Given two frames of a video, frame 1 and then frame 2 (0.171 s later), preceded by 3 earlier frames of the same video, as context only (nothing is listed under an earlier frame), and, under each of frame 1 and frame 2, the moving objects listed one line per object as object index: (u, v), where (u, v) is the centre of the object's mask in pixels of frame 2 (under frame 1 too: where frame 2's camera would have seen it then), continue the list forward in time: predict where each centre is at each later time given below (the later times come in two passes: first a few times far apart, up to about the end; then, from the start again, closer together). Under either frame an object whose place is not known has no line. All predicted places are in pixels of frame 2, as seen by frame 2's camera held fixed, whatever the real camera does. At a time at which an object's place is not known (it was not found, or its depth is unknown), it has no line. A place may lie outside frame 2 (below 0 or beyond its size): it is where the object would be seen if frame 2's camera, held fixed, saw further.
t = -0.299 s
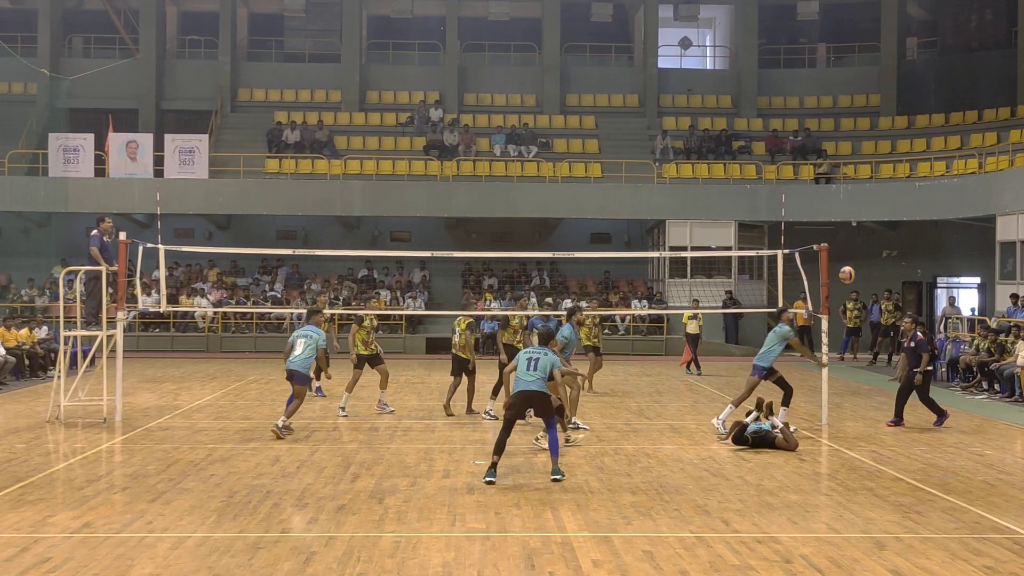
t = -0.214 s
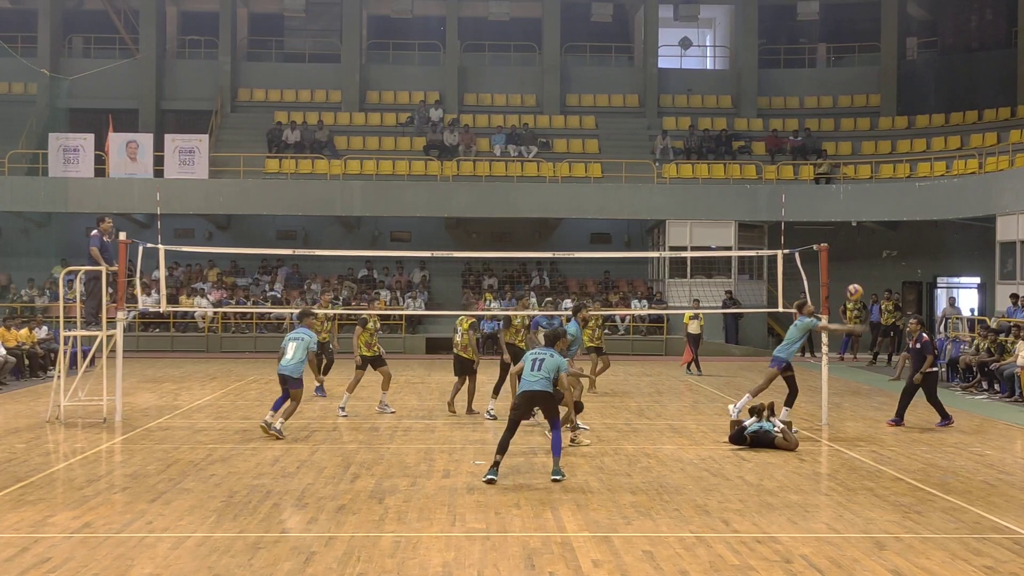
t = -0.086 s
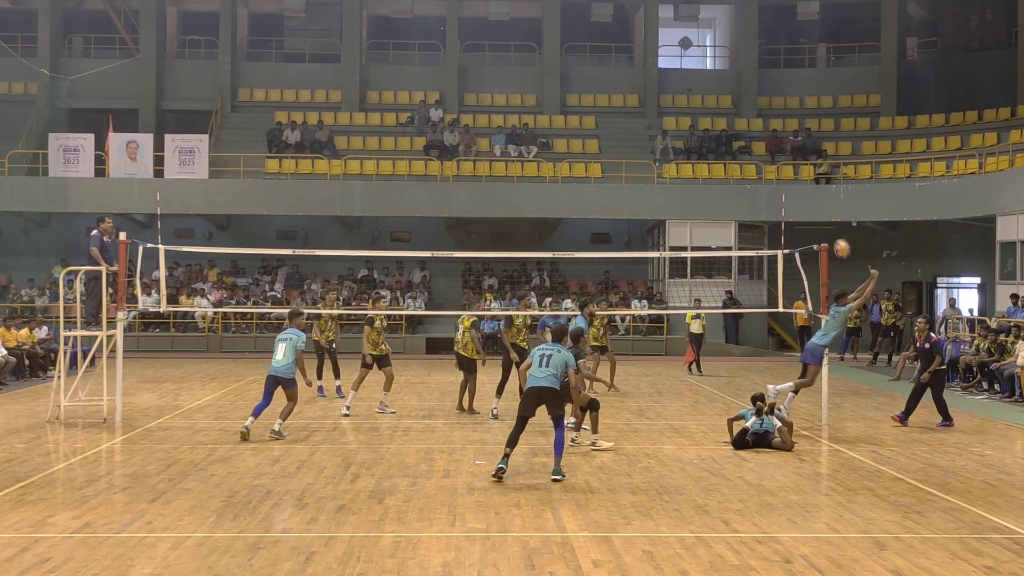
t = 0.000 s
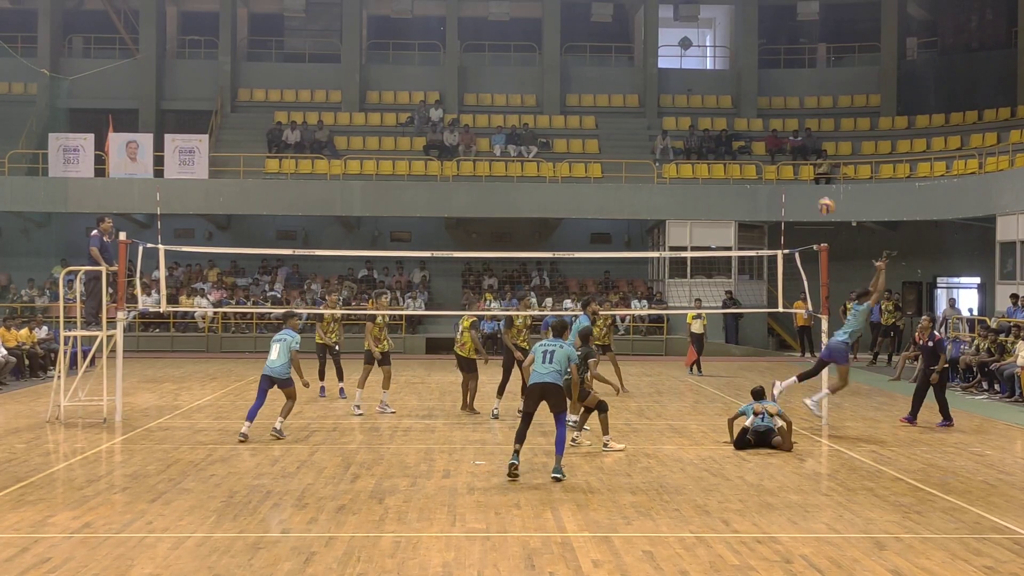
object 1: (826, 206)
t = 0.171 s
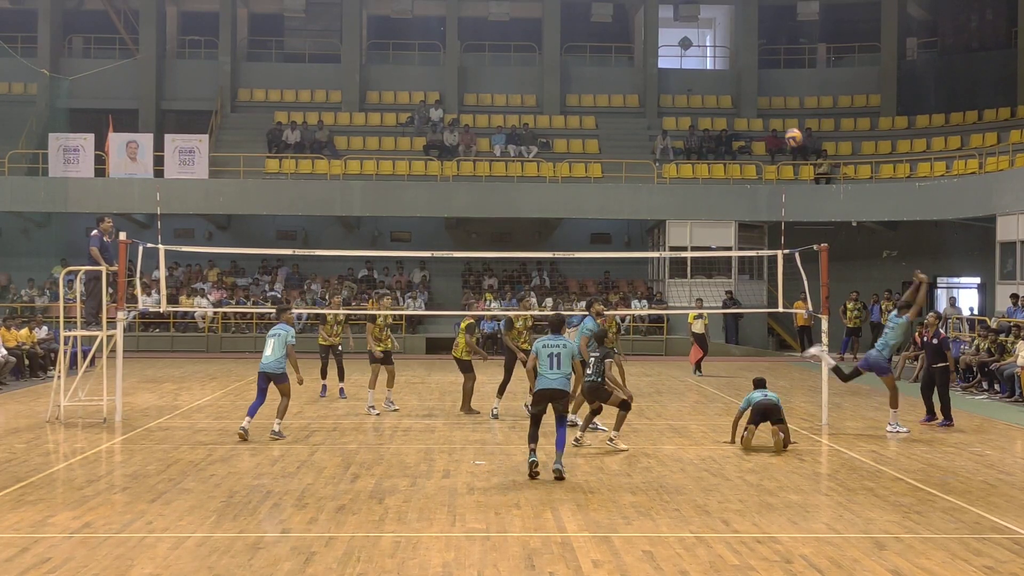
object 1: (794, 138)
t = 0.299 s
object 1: (766, 96)
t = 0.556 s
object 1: (713, 55)
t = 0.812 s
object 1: (653, 65)
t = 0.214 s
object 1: (783, 119)
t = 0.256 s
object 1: (777, 110)
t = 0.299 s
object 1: (766, 96)
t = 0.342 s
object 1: (756, 84)
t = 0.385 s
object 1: (749, 77)
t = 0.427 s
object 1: (738, 68)
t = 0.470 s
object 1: (731, 63)
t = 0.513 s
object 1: (720, 58)
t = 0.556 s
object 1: (713, 55)
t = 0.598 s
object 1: (702, 52)
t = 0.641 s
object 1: (691, 52)
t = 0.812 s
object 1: (653, 65)
